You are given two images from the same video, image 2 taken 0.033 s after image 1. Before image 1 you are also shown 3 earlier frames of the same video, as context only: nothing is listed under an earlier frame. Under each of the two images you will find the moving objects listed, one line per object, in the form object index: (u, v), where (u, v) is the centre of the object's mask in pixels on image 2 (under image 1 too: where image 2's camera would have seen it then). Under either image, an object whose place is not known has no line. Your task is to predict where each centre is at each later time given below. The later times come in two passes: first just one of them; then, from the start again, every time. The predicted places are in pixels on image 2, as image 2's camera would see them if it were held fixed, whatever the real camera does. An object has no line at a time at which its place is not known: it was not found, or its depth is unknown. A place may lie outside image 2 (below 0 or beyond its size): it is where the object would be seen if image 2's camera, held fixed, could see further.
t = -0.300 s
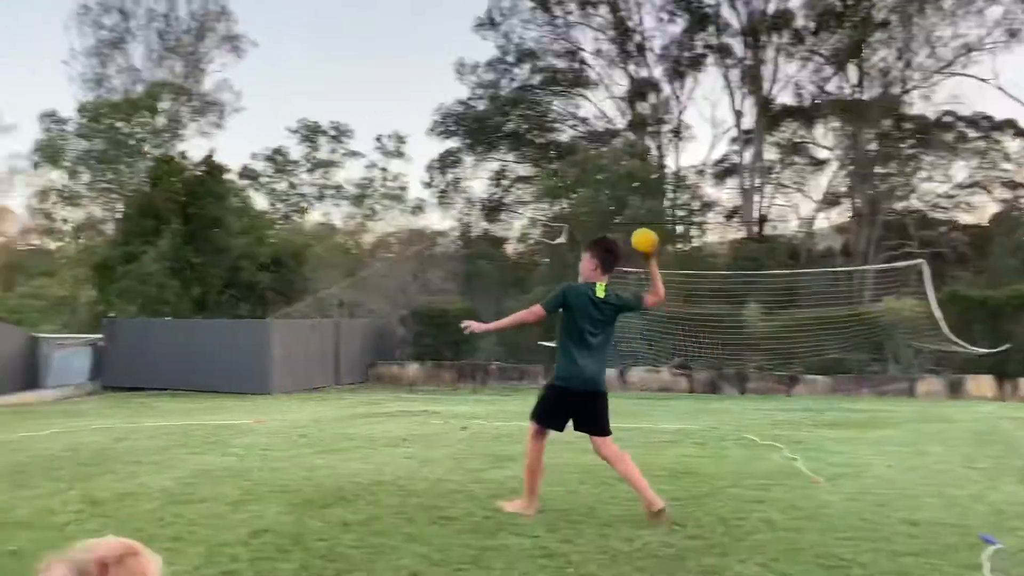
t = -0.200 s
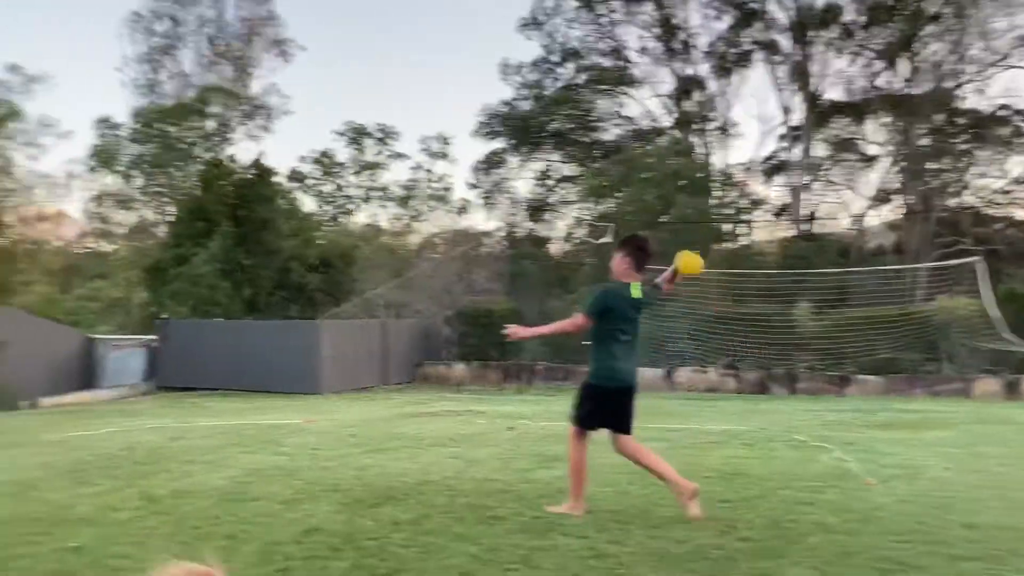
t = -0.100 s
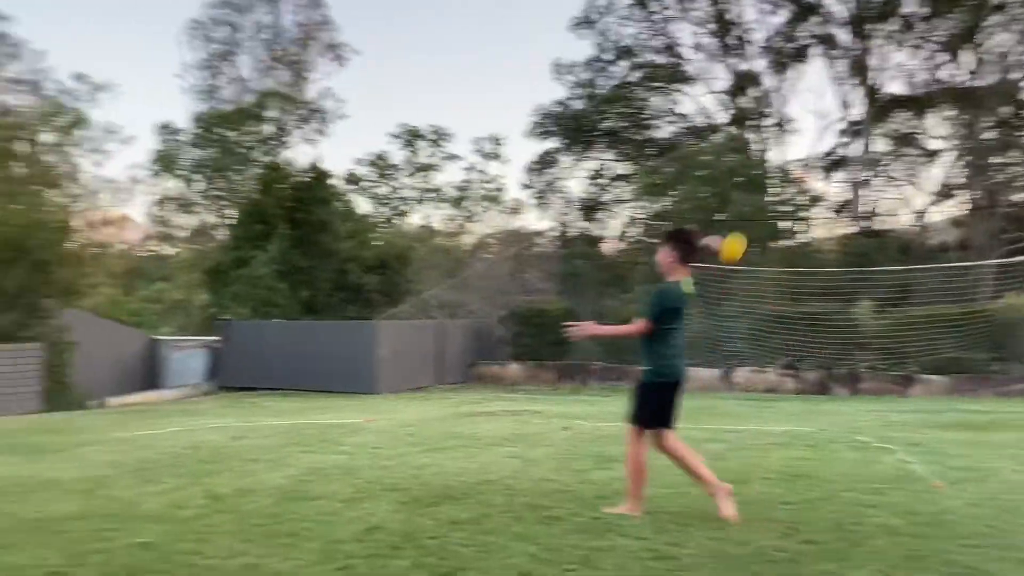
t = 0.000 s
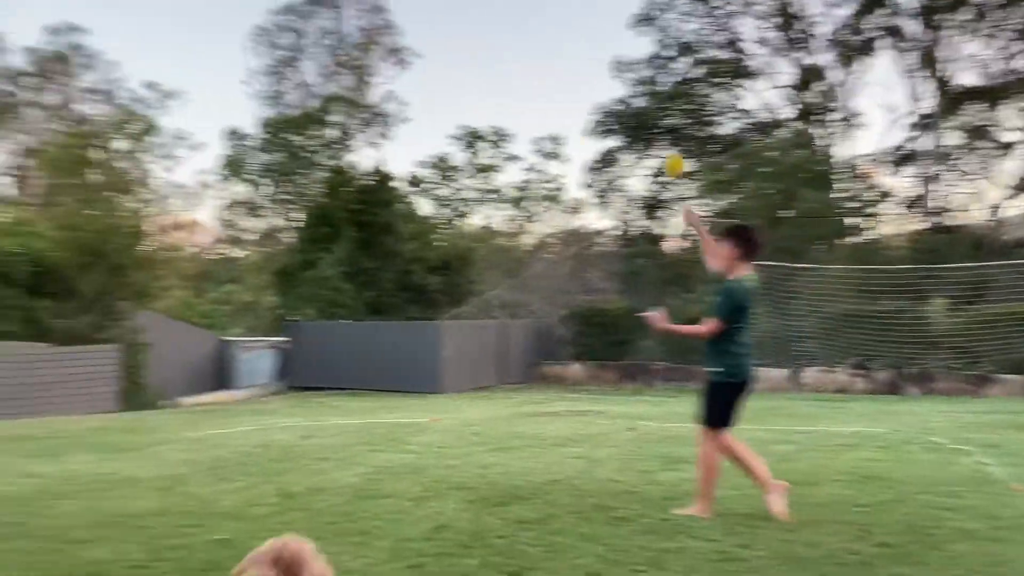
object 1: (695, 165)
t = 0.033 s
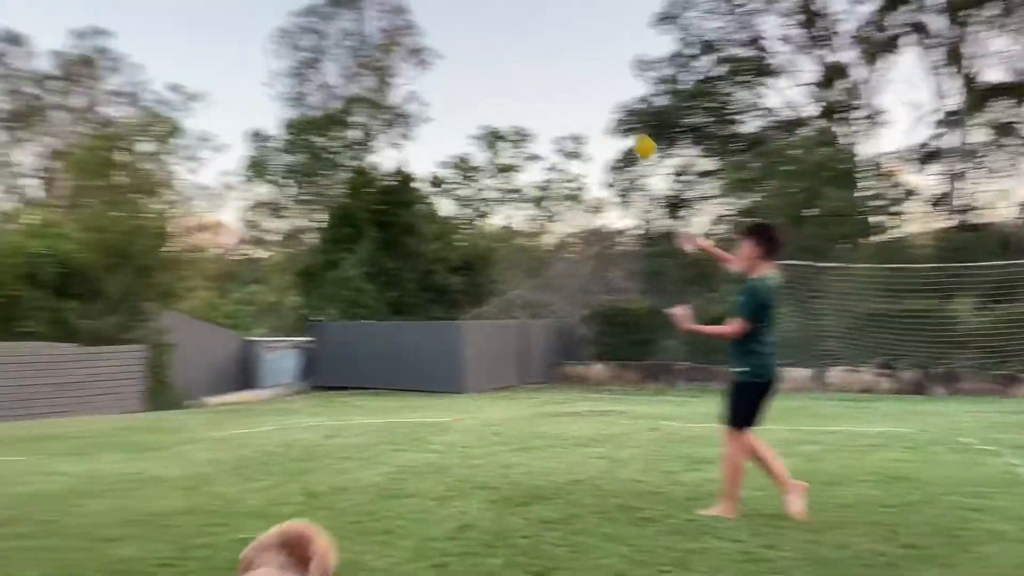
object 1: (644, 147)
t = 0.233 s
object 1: (406, 101)
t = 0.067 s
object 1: (597, 133)
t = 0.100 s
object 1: (554, 121)
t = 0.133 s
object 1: (513, 112)
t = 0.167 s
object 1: (475, 106)
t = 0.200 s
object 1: (440, 102)
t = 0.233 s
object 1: (406, 101)
